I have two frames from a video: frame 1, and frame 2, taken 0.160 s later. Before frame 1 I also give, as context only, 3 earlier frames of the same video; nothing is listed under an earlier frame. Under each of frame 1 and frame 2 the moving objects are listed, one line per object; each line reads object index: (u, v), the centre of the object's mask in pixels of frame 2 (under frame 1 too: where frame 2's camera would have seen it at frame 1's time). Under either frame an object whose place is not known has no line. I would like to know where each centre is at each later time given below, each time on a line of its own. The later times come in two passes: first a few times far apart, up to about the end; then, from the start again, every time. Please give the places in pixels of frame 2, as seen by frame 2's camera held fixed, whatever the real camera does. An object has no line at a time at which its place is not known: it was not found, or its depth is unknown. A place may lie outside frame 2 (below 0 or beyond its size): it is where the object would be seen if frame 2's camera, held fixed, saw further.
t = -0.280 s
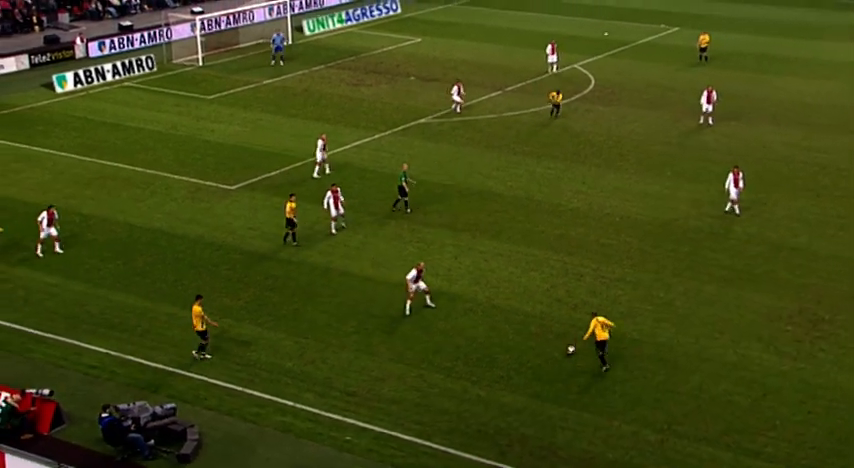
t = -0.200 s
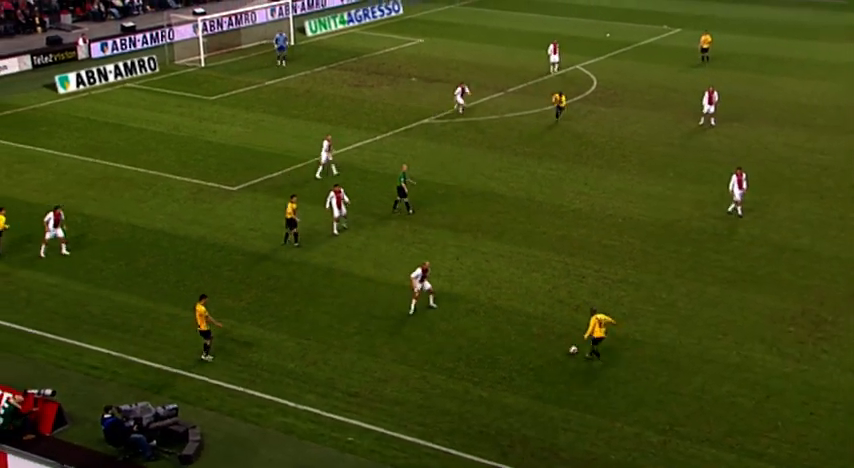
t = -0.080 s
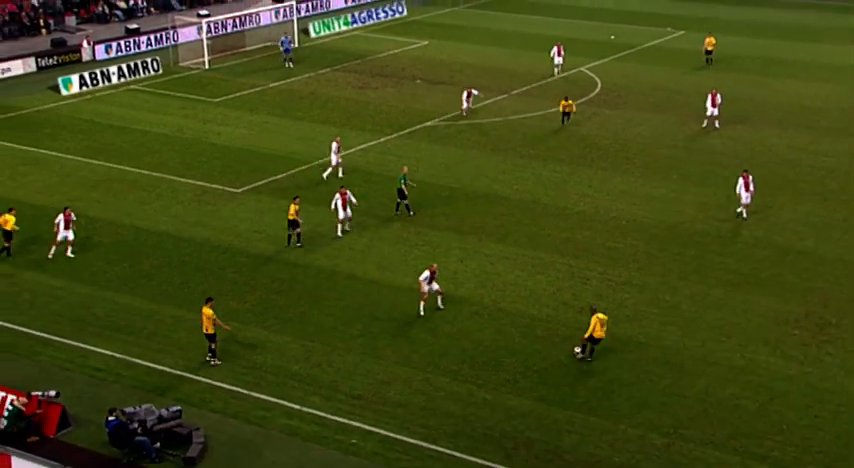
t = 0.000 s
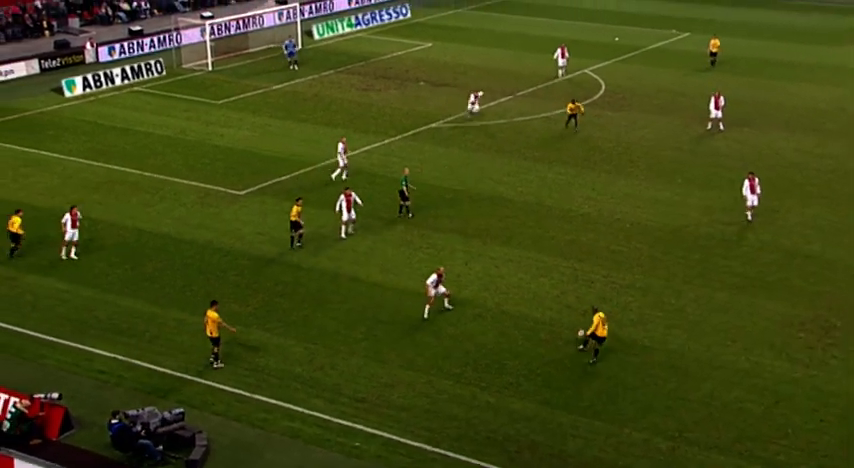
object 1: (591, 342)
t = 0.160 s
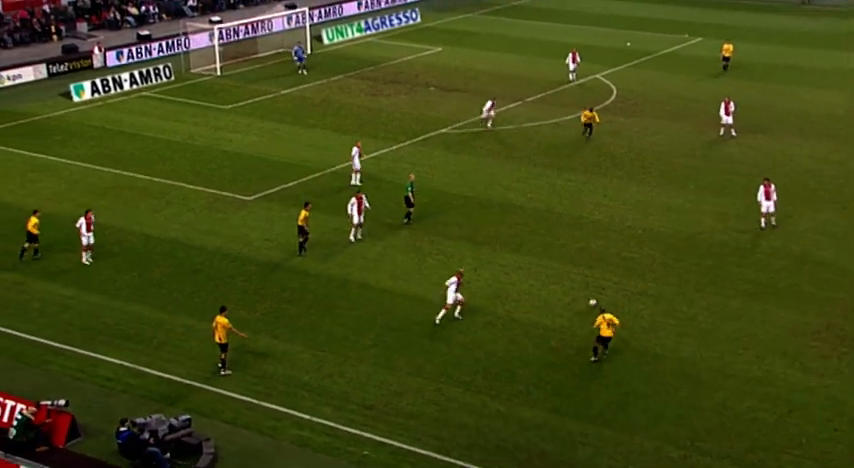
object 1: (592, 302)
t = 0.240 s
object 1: (594, 288)
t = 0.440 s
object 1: (599, 255)
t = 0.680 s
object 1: (606, 226)
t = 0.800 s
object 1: (610, 214)
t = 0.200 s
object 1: (593, 295)
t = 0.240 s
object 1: (594, 288)
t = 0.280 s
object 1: (594, 282)
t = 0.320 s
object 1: (596, 274)
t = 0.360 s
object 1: (596, 266)
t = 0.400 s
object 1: (598, 261)
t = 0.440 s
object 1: (599, 255)
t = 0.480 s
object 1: (600, 250)
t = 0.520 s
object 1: (600, 245)
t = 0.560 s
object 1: (602, 239)
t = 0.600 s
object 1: (603, 234)
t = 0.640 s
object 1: (605, 230)
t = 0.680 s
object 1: (606, 226)
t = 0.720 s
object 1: (607, 222)
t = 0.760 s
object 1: (608, 218)
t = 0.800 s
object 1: (610, 214)
